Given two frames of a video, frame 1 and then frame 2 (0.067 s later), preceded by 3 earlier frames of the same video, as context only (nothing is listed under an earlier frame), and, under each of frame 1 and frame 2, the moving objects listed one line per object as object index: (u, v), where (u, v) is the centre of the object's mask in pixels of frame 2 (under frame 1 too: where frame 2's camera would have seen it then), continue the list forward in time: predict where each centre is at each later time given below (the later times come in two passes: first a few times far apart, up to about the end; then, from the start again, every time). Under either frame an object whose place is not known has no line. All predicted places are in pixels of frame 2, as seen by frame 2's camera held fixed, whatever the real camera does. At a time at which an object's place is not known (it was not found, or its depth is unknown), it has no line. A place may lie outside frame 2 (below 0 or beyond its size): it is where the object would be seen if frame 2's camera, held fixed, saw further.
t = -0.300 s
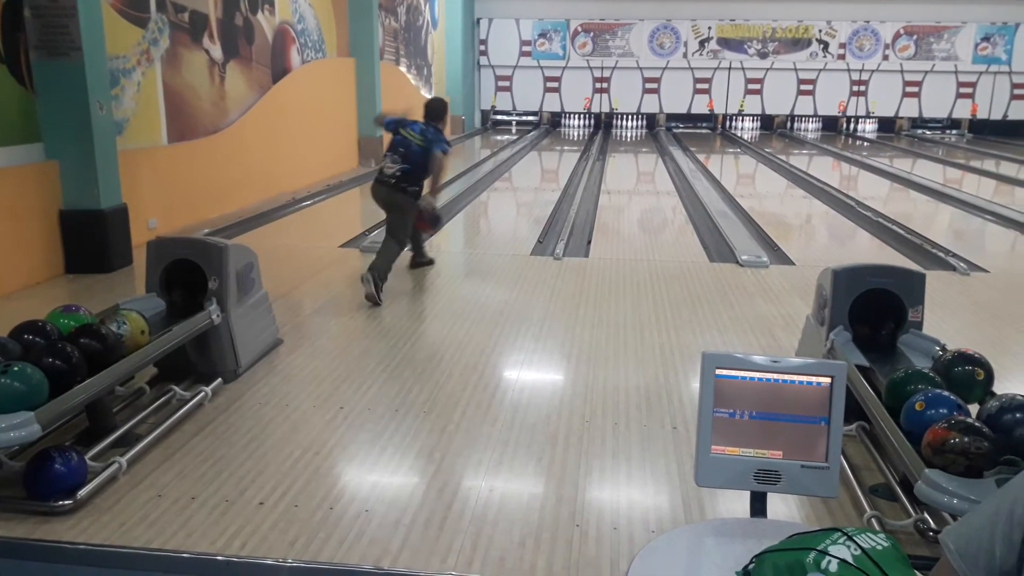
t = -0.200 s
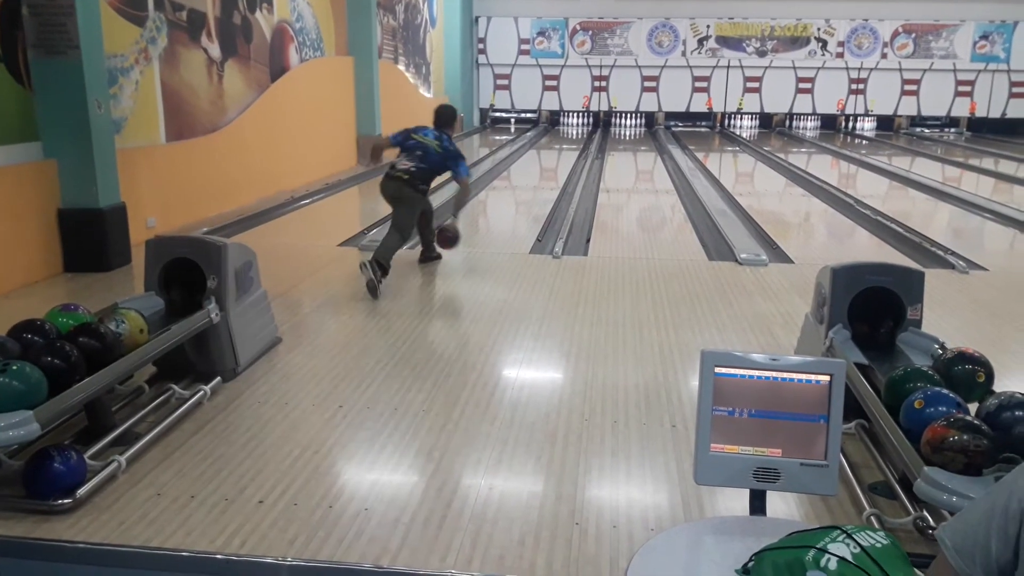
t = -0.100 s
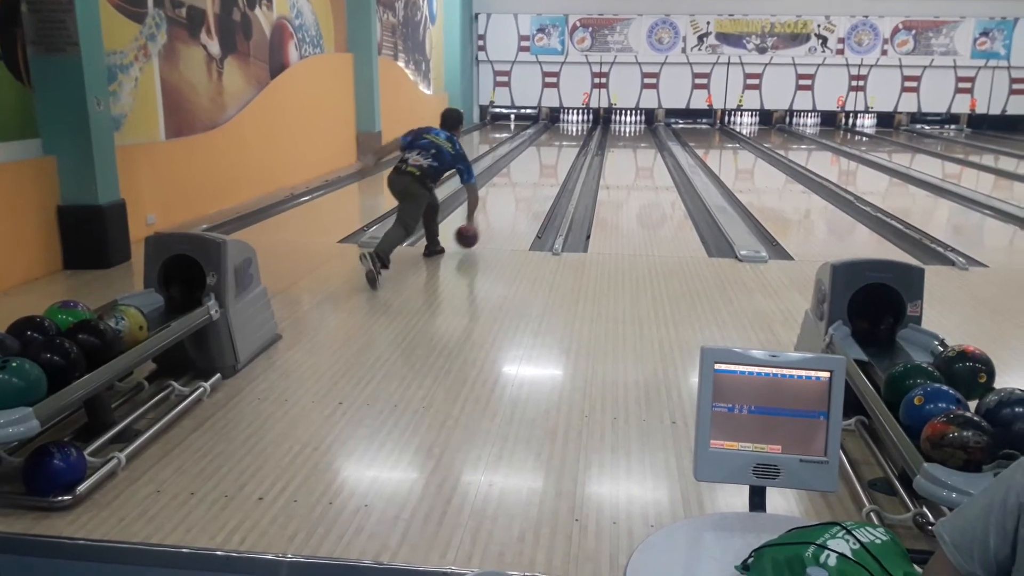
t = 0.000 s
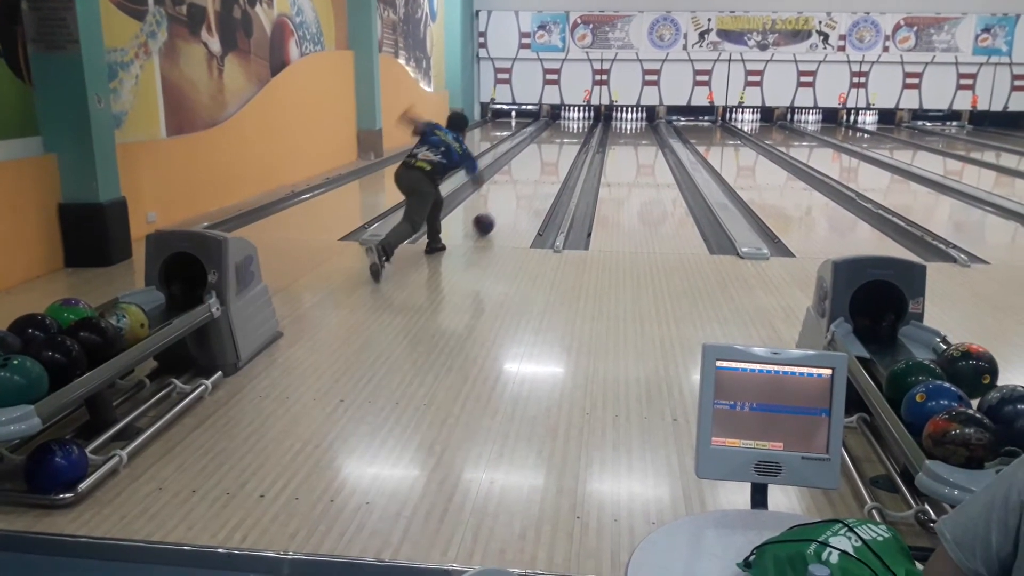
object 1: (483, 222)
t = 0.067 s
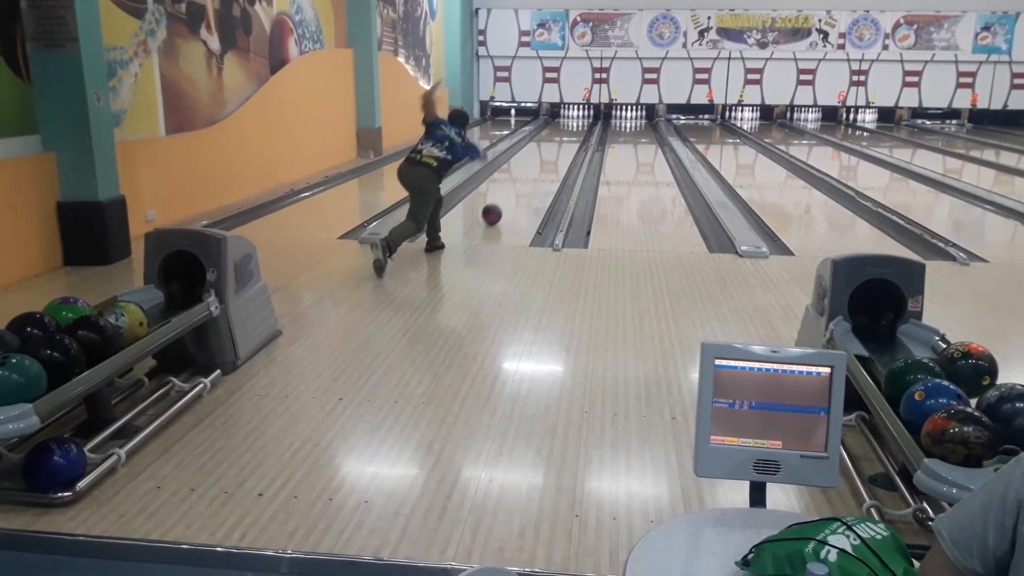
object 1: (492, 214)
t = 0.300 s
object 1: (517, 191)
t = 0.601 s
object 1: (539, 170)
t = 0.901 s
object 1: (554, 155)
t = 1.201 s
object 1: (565, 144)
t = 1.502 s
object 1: (573, 135)
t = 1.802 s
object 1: (579, 128)
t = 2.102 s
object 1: (581, 123)
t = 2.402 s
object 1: (580, 119)
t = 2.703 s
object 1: (577, 116)
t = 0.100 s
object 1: (496, 211)
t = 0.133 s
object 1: (500, 207)
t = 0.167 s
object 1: (504, 203)
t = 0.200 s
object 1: (507, 200)
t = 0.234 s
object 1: (510, 197)
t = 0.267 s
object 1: (513, 194)
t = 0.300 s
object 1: (517, 191)
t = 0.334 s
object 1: (519, 188)
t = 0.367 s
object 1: (522, 186)
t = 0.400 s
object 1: (525, 183)
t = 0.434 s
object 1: (528, 181)
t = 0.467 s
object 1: (530, 178)
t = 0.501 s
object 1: (532, 176)
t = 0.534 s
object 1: (534, 174)
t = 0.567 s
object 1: (537, 172)
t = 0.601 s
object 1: (539, 170)
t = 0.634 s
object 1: (541, 168)
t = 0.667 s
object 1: (542, 166)
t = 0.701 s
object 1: (544, 164)
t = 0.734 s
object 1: (546, 162)
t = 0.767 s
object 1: (548, 161)
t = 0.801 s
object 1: (549, 159)
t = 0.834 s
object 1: (551, 158)
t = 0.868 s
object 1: (553, 156)
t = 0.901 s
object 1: (554, 155)
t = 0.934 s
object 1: (555, 153)
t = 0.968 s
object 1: (557, 152)
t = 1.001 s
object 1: (558, 150)
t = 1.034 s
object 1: (559, 149)
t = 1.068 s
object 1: (561, 148)
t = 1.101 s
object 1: (562, 147)
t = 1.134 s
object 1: (563, 146)
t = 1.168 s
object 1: (564, 145)
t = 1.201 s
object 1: (565, 144)
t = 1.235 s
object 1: (566, 143)
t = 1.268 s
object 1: (567, 142)
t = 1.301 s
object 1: (568, 141)
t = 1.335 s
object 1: (569, 140)
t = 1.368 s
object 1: (570, 139)
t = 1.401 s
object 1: (571, 138)
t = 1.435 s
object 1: (572, 137)
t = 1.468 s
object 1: (573, 136)
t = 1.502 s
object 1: (573, 135)
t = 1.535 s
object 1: (574, 134)
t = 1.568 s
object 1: (575, 133)
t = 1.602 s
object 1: (575, 133)
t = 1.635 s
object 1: (576, 132)
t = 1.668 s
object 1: (577, 131)
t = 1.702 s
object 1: (577, 130)
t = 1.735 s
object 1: (577, 130)
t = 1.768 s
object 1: (578, 129)
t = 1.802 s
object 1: (579, 128)
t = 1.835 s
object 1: (579, 128)
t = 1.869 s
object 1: (579, 127)
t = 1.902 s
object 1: (580, 126)
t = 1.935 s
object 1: (580, 126)
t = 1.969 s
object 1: (580, 125)
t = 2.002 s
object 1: (581, 124)
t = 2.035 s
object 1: (581, 124)
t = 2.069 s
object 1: (581, 123)
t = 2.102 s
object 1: (581, 123)
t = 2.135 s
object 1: (581, 123)
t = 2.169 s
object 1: (581, 122)
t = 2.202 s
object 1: (581, 121)
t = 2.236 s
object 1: (581, 121)
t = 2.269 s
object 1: (581, 120)
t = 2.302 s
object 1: (580, 120)
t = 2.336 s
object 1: (580, 119)
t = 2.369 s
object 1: (580, 119)
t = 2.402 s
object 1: (580, 119)
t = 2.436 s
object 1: (580, 118)
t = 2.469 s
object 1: (579, 118)
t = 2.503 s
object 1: (579, 117)
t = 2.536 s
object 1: (579, 117)
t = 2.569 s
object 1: (578, 117)
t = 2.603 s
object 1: (578, 116)
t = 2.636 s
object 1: (577, 116)
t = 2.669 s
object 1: (577, 116)
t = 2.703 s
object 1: (577, 116)
